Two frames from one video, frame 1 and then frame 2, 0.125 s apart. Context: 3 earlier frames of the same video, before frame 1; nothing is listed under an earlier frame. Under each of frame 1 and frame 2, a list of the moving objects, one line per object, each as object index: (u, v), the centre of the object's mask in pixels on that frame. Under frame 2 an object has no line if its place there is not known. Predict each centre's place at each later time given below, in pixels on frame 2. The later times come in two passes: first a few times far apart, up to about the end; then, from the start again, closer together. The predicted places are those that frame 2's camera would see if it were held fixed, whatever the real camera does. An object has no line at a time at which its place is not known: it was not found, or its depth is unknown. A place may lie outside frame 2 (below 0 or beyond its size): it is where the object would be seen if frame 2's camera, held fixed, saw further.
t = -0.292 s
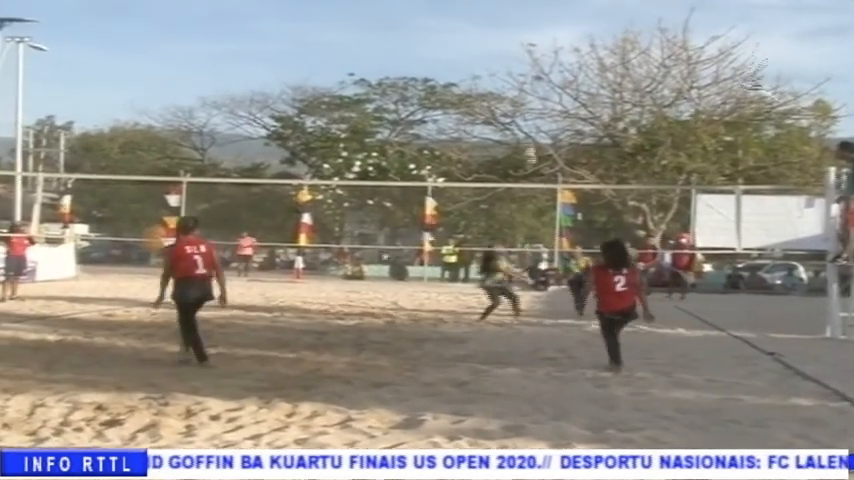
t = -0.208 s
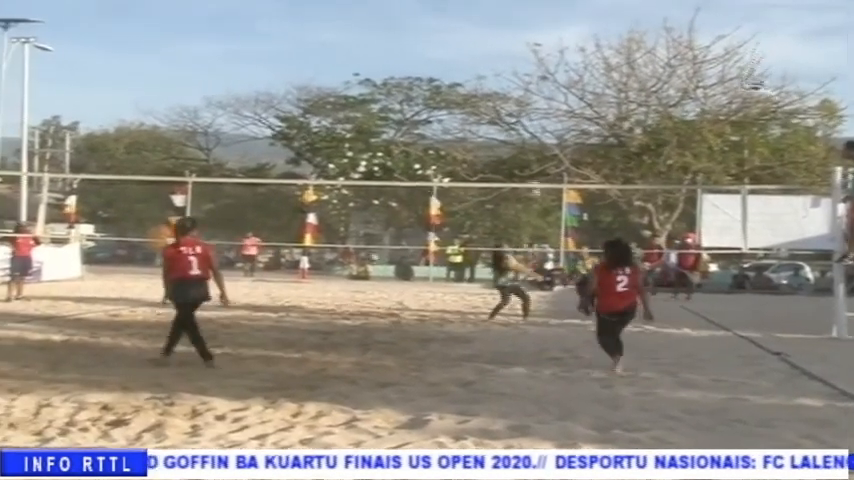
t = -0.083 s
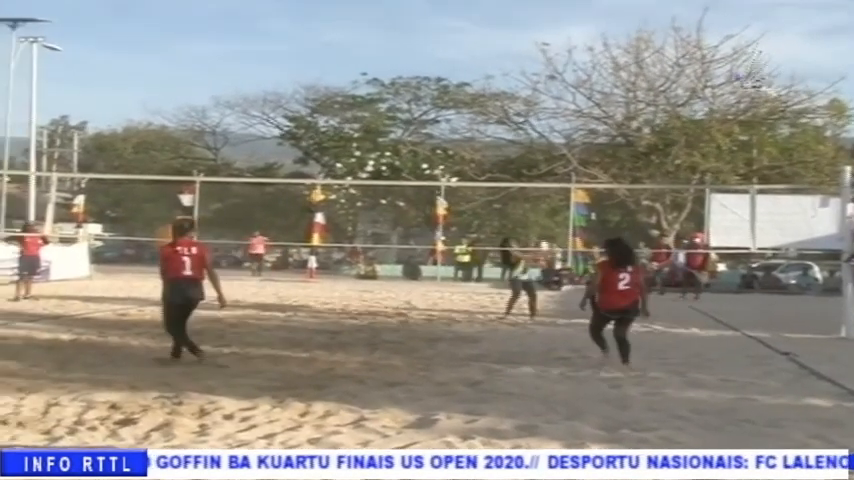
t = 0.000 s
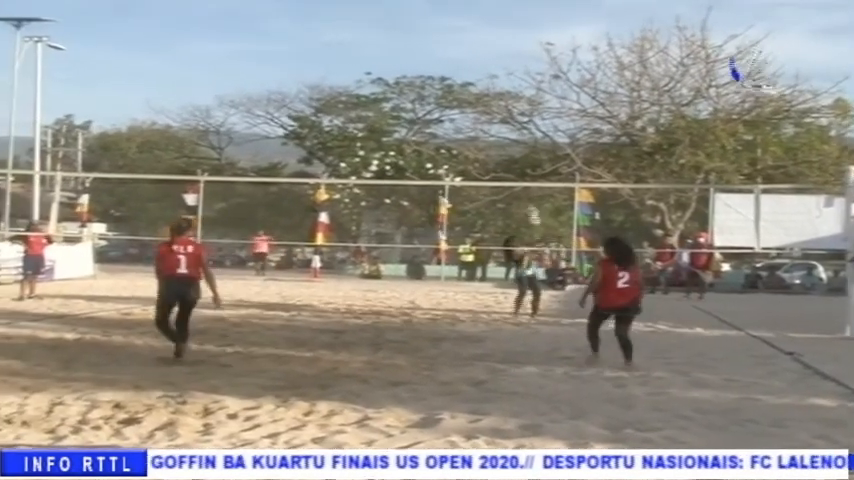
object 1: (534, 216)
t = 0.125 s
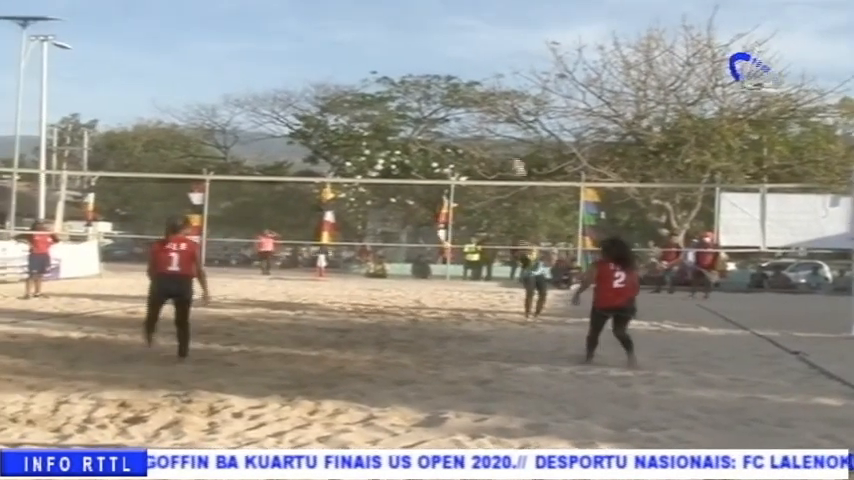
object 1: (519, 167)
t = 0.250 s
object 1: (499, 123)
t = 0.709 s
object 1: (426, 26)
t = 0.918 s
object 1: (394, 20)
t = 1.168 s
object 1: (354, 50)
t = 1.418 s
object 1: (318, 123)
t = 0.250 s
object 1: (499, 123)
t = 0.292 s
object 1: (495, 112)
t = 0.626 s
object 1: (441, 36)
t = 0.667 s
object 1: (434, 31)
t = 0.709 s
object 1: (426, 26)
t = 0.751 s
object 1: (420, 23)
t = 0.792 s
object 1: (413, 21)
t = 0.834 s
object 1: (407, 20)
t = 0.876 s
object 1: (400, 19)
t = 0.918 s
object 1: (394, 20)
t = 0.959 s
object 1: (387, 22)
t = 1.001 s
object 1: (381, 26)
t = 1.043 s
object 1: (375, 30)
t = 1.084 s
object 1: (367, 36)
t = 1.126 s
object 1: (361, 42)
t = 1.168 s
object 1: (354, 50)
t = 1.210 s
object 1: (349, 59)
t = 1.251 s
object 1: (343, 69)
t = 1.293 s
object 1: (338, 80)
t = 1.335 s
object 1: (331, 92)
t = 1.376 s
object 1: (324, 107)
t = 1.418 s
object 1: (318, 123)
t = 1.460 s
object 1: (312, 141)
